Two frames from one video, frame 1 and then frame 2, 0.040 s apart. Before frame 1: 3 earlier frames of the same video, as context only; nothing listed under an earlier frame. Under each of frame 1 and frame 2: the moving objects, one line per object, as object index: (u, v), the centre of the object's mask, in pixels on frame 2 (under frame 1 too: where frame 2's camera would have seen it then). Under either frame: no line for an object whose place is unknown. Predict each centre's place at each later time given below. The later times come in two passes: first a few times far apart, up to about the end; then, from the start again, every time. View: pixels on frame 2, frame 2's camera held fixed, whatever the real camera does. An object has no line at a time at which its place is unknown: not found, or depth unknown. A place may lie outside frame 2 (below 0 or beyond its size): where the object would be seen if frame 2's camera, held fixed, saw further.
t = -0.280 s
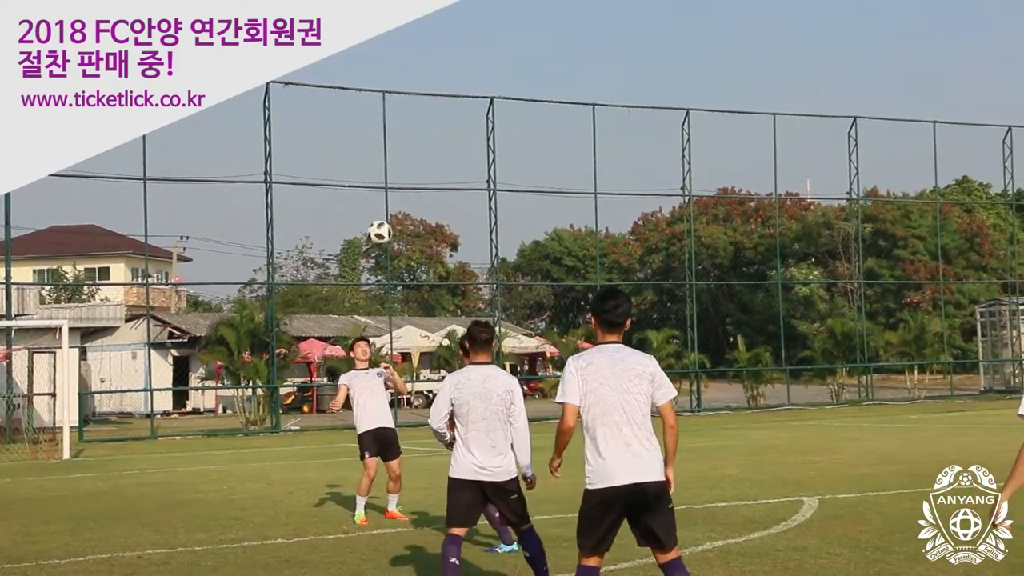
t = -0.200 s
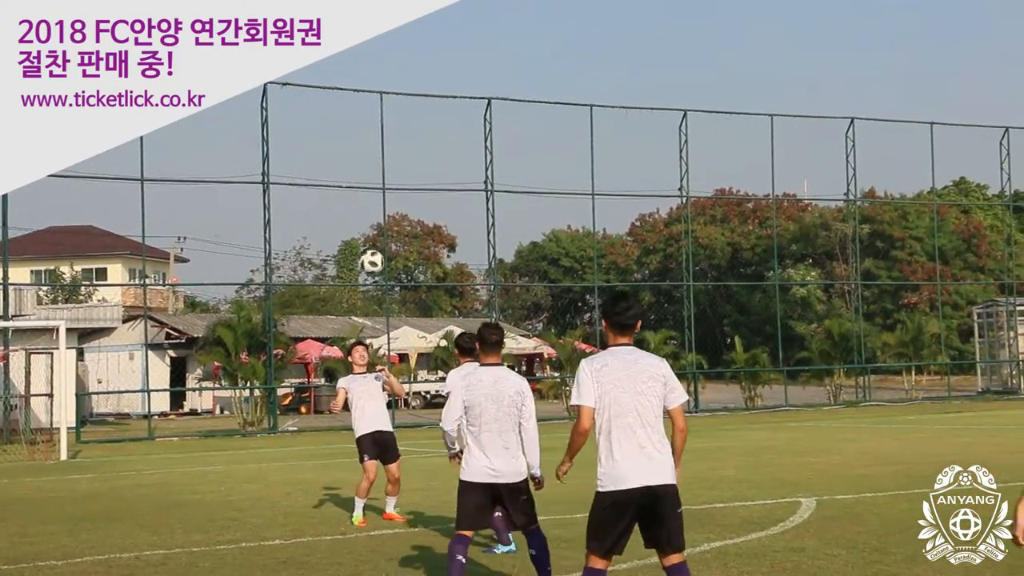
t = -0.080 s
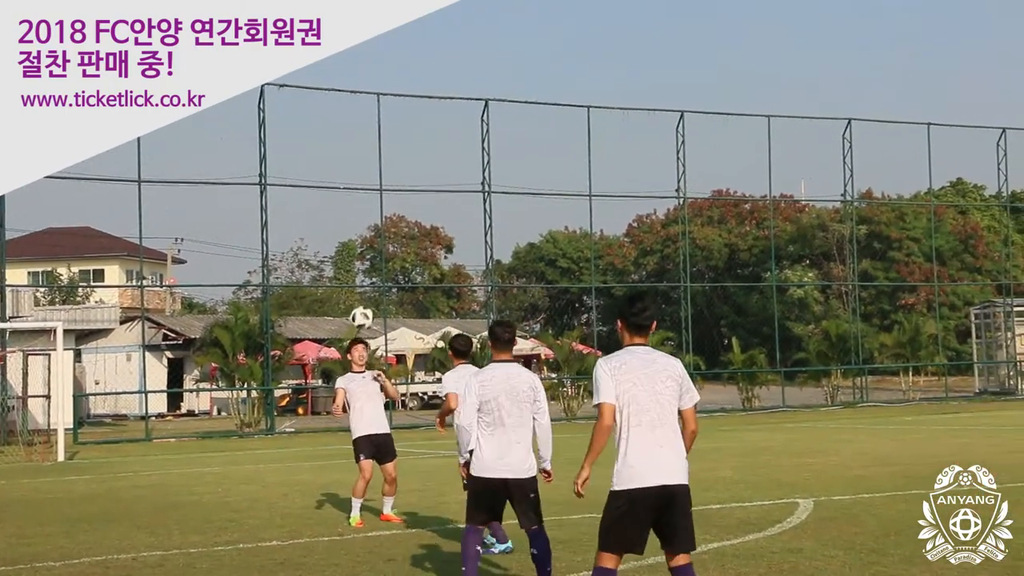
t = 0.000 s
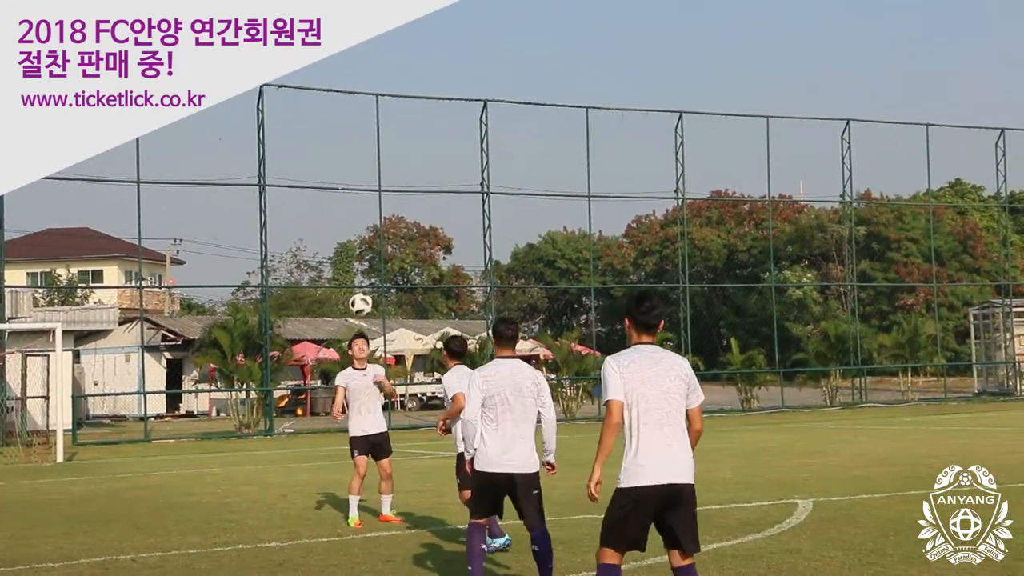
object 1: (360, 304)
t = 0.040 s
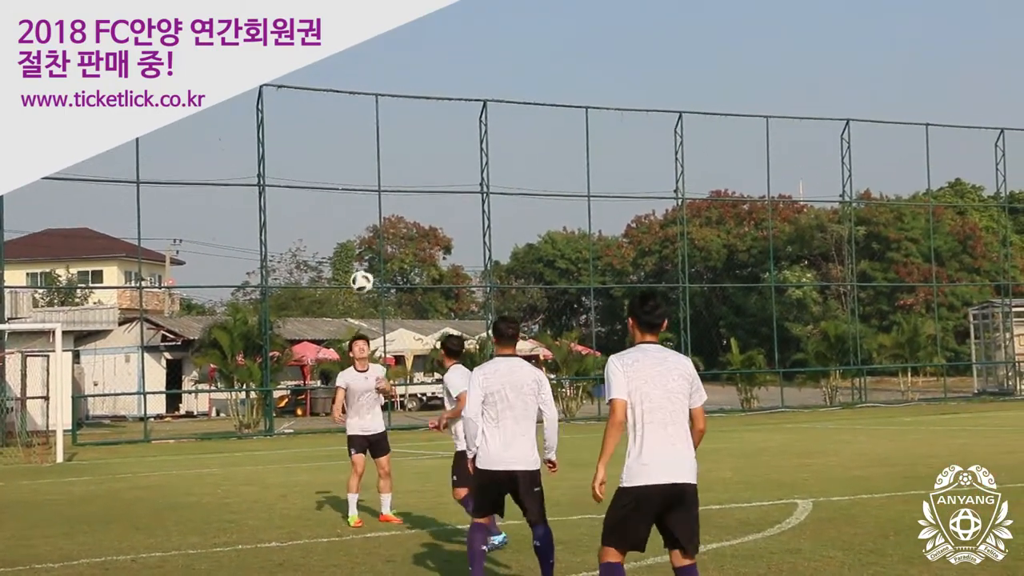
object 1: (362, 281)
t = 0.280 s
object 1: (370, 172)
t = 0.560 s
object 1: (384, 111)
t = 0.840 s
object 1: (403, 144)
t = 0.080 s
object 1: (363, 260)
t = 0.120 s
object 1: (364, 240)
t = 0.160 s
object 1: (366, 222)
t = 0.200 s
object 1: (367, 203)
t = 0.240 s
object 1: (368, 187)
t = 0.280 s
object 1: (370, 172)
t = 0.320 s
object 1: (371, 159)
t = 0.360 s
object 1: (373, 147)
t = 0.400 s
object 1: (375, 136)
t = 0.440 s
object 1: (377, 127)
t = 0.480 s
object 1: (379, 120)
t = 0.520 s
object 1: (382, 114)
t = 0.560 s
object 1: (384, 111)
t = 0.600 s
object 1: (387, 109)
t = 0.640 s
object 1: (389, 110)
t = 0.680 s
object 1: (392, 112)
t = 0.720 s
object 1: (395, 117)
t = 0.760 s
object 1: (398, 123)
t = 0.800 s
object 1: (400, 132)
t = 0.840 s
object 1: (403, 144)
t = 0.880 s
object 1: (406, 158)
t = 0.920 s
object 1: (410, 175)
